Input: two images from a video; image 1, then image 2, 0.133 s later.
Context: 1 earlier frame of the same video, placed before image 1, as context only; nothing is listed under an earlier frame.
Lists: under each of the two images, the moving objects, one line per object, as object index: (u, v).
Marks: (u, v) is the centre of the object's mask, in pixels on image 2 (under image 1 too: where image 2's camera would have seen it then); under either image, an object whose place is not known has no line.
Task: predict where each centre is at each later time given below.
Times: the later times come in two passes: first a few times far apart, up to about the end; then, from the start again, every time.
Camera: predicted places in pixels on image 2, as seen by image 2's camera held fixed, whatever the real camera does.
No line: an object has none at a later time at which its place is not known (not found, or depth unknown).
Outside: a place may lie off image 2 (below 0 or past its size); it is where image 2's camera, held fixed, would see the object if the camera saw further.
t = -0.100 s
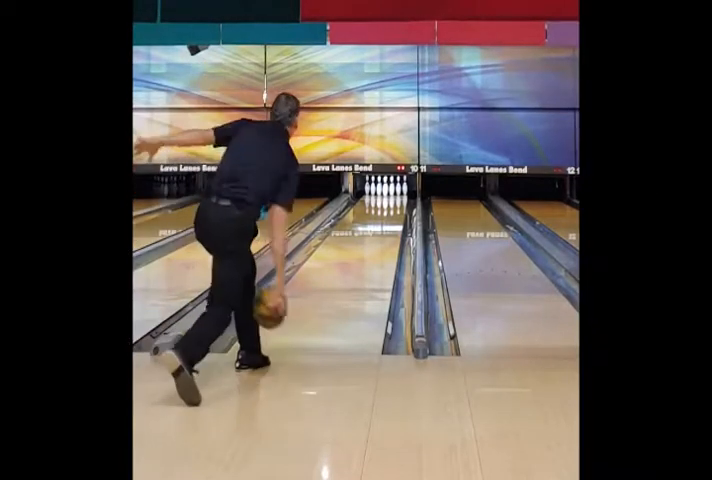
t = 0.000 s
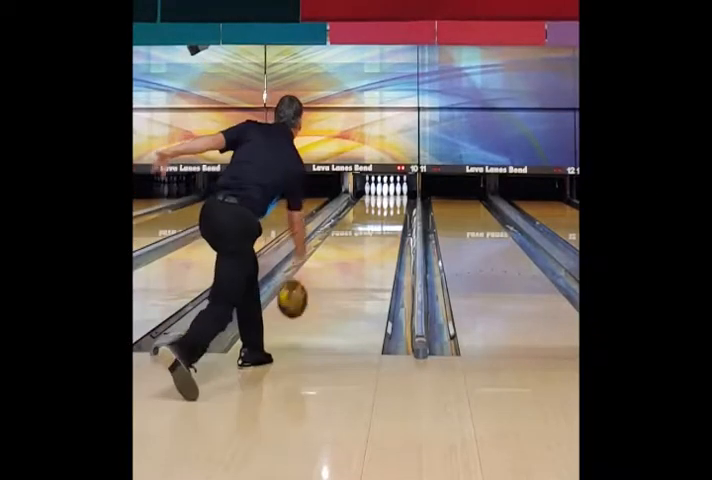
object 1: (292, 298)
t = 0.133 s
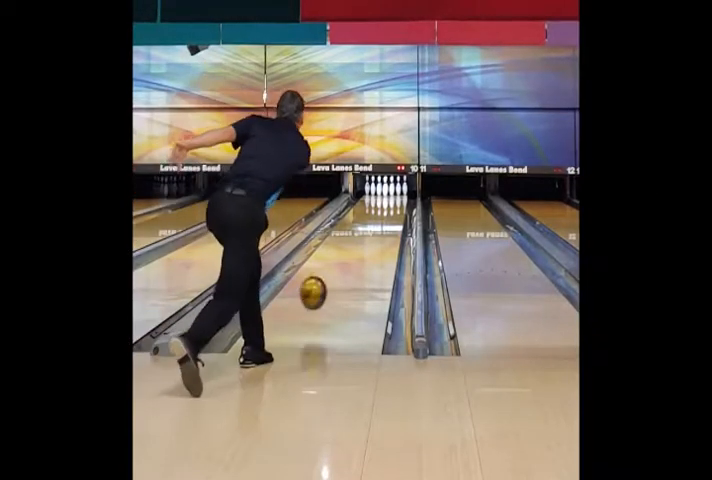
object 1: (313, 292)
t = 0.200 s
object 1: (322, 299)
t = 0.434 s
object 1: (345, 273)
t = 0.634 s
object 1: (361, 256)
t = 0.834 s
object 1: (372, 243)
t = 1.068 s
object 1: (382, 231)
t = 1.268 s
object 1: (389, 222)
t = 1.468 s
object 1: (394, 216)
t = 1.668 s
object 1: (398, 209)
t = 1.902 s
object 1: (399, 204)
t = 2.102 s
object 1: (398, 199)
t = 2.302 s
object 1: (395, 196)
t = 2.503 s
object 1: (391, 194)
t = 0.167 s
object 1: (317, 295)
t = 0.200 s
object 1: (322, 299)
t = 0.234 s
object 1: (326, 292)
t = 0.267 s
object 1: (329, 287)
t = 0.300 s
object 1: (333, 283)
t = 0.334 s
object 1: (336, 281)
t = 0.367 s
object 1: (339, 280)
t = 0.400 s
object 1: (343, 276)
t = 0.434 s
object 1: (345, 273)
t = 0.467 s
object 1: (348, 270)
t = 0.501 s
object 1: (351, 267)
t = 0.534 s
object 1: (353, 264)
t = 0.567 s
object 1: (356, 261)
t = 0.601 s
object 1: (358, 258)
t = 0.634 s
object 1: (361, 256)
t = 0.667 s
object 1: (363, 254)
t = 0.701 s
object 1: (365, 251)
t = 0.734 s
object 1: (367, 249)
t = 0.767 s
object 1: (368, 247)
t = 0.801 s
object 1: (370, 245)
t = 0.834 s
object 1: (372, 243)
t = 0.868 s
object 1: (373, 241)
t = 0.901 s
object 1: (375, 239)
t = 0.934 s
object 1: (377, 237)
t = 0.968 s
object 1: (378, 236)
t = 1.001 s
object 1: (379, 234)
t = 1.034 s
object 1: (381, 233)
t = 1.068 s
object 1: (382, 231)
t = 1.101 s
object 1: (383, 230)
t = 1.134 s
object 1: (384, 227)
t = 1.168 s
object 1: (386, 225)
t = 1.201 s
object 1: (387, 225)
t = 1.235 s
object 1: (388, 224)
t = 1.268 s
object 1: (389, 222)
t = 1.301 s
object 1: (390, 220)
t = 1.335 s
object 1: (390, 219)
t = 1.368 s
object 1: (391, 218)
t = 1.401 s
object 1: (392, 217)
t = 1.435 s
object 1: (393, 216)
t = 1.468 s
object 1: (394, 216)
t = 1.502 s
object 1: (394, 214)
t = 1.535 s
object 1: (395, 214)
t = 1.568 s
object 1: (396, 212)
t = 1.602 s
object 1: (397, 211)
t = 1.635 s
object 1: (397, 210)
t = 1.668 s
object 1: (398, 209)
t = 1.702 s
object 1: (398, 209)
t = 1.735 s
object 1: (398, 208)
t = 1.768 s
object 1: (398, 207)
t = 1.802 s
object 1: (399, 206)
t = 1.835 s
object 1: (399, 205)
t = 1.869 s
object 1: (399, 204)
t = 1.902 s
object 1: (399, 204)
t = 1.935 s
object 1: (399, 203)
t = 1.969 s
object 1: (399, 202)
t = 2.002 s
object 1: (399, 202)
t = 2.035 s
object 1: (399, 201)
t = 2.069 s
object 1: (398, 201)
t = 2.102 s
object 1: (398, 199)
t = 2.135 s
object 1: (398, 199)
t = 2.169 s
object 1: (398, 199)
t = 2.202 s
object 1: (397, 198)
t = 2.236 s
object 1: (397, 197)
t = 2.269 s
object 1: (396, 196)
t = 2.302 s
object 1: (395, 196)
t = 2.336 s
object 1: (394, 195)
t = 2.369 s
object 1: (393, 195)
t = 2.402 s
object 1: (392, 195)
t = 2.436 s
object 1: (392, 194)
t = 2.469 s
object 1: (392, 193)
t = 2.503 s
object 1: (391, 194)
